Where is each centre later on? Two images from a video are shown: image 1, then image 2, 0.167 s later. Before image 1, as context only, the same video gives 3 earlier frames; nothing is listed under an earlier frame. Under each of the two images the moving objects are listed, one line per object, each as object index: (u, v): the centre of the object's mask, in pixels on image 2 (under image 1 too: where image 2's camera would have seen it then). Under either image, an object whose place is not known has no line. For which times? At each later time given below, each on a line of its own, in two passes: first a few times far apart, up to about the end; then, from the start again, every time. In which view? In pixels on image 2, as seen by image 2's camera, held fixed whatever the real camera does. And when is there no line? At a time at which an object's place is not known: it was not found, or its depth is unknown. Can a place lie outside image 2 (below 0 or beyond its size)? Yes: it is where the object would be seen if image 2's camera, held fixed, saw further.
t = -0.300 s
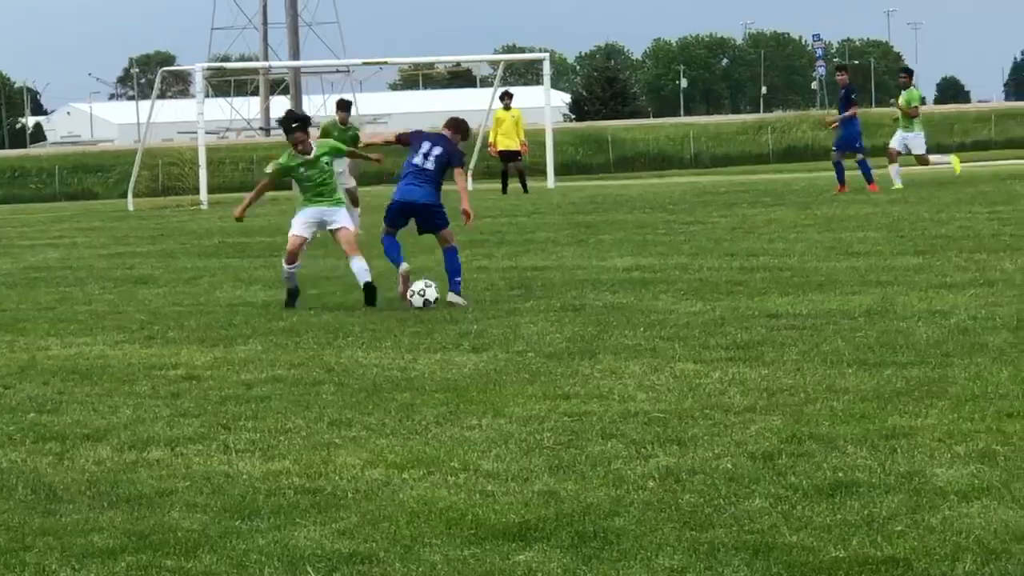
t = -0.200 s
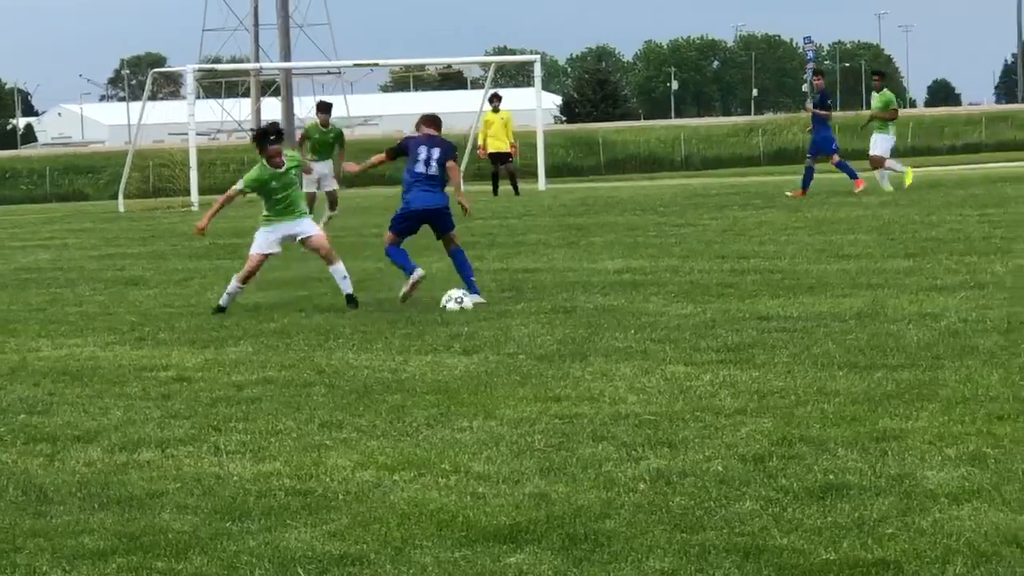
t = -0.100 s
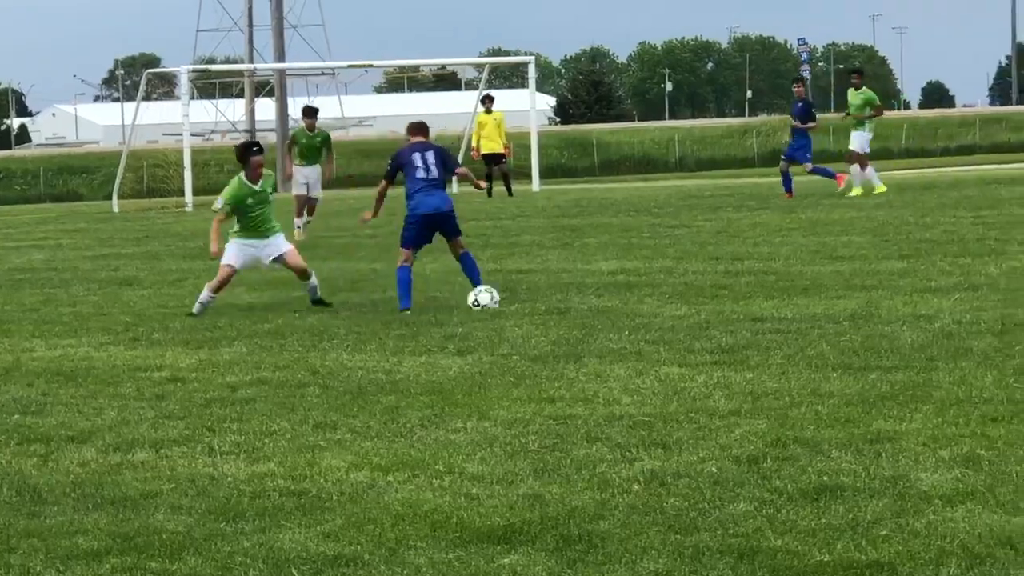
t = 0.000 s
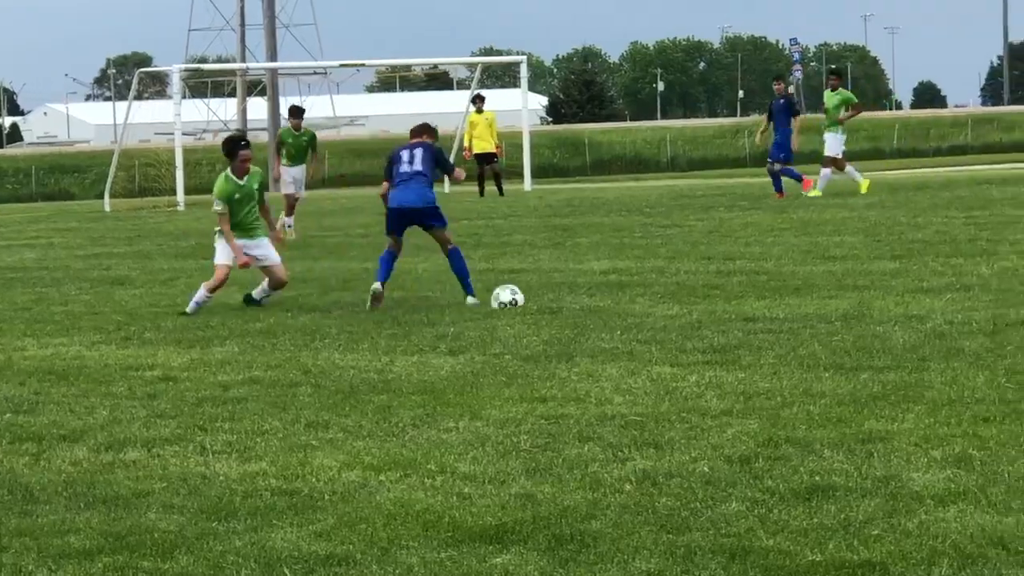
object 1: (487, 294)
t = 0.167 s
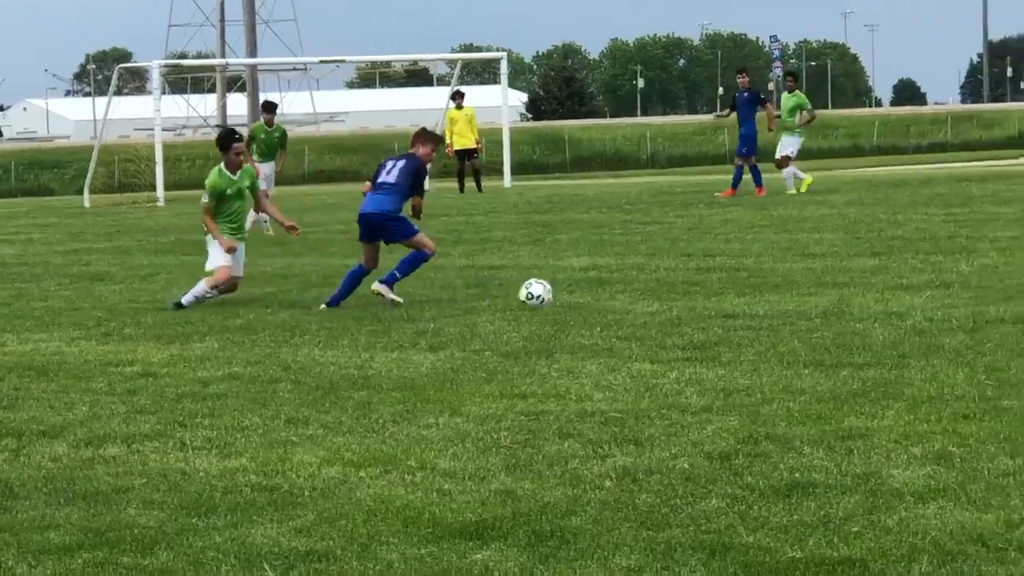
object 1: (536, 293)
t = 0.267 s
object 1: (560, 291)
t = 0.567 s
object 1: (623, 291)
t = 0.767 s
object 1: (657, 289)
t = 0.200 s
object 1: (544, 291)
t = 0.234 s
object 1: (552, 291)
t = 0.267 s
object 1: (560, 291)
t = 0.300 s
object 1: (568, 291)
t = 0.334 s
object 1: (575, 290)
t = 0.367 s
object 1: (582, 289)
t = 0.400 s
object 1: (589, 289)
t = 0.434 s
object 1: (596, 289)
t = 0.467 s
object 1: (603, 288)
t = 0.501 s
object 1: (609, 288)
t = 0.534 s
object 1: (617, 290)
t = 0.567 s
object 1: (623, 291)
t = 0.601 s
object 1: (629, 291)
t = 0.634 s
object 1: (636, 291)
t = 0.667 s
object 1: (641, 291)
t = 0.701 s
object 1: (647, 289)
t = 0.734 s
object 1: (652, 289)
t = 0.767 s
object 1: (657, 289)
